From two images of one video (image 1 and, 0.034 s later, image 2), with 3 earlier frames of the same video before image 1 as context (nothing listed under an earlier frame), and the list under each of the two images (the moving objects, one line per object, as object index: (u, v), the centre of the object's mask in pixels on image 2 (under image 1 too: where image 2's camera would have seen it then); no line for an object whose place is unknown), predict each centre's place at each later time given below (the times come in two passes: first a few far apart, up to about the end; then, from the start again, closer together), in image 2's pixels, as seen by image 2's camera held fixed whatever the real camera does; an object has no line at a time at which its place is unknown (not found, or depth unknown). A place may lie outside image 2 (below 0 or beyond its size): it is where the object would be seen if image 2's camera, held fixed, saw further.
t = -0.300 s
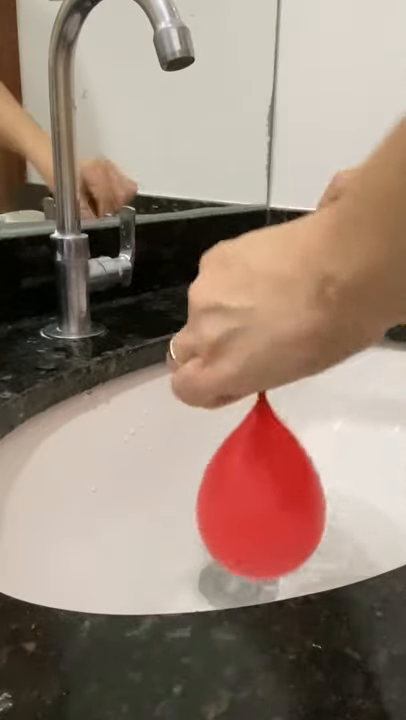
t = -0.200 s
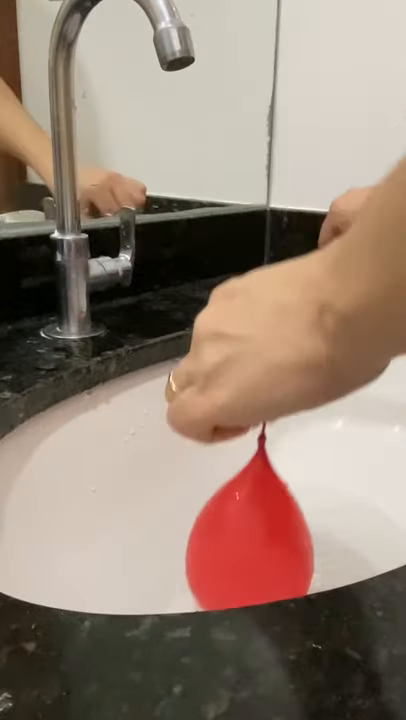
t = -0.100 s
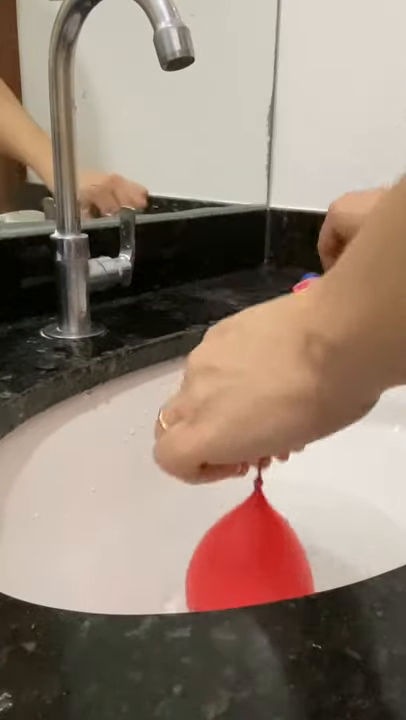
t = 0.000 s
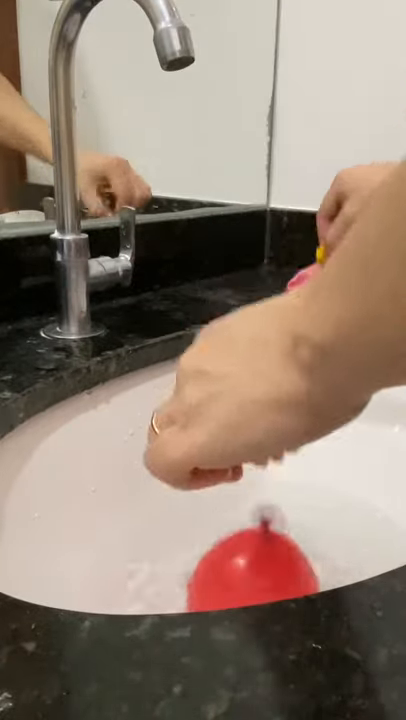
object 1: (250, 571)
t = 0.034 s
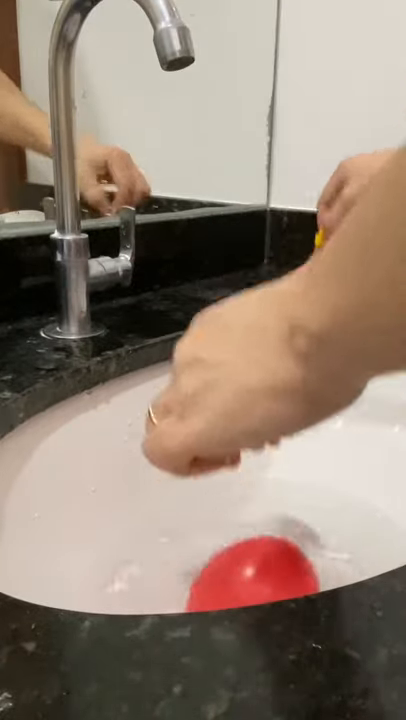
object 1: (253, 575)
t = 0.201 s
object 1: (244, 571)
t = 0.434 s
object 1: (260, 558)
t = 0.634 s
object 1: (280, 558)
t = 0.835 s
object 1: (266, 559)
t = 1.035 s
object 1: (282, 558)
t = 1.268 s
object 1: (280, 553)
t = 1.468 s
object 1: (278, 551)
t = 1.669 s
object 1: (277, 552)
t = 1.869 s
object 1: (281, 554)
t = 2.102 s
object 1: (280, 554)
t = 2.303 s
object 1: (281, 554)
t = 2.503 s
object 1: (279, 553)
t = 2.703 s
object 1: (278, 554)
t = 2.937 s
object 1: (277, 556)
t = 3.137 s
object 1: (273, 559)
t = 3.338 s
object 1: (273, 558)
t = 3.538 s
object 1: (275, 557)
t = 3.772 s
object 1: (278, 556)
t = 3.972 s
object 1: (274, 558)
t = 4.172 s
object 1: (270, 560)
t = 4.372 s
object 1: (270, 559)
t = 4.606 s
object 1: (273, 558)
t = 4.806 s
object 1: (272, 558)
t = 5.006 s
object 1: (270, 560)
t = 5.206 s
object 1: (268, 560)
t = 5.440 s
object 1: (271, 559)
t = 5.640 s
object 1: (271, 559)
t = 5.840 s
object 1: (271, 559)
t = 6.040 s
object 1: (269, 560)
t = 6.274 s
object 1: (270, 560)
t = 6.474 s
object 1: (270, 559)
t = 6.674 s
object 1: (270, 560)
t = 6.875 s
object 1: (269, 560)
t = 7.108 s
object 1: (270, 559)
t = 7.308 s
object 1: (270, 559)
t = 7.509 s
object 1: (270, 560)
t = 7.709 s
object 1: (270, 560)
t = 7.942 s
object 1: (270, 560)
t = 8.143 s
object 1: (270, 559)
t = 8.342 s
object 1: (269, 559)
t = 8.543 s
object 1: (268, 559)
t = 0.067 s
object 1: (250, 577)
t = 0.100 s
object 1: (247, 573)
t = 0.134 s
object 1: (246, 572)
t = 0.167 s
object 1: (246, 571)
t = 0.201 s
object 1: (244, 571)
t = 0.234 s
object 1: (243, 568)
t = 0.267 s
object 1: (243, 564)
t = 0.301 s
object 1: (247, 561)
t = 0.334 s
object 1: (250, 561)
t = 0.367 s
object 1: (252, 559)
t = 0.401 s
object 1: (255, 559)
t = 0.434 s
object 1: (260, 558)
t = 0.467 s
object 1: (265, 558)
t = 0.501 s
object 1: (270, 557)
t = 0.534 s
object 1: (275, 557)
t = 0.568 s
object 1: (278, 556)
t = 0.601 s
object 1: (280, 556)
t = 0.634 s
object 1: (280, 558)
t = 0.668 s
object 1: (278, 558)
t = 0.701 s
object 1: (274, 559)
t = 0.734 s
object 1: (272, 558)
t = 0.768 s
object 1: (270, 558)
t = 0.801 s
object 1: (267, 559)
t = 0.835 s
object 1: (266, 559)
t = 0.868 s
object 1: (266, 559)
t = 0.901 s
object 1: (267, 559)
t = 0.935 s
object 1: (270, 558)
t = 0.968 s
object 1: (274, 558)
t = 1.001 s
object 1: (278, 558)
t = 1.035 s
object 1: (282, 558)
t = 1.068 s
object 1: (283, 557)
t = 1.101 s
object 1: (284, 556)
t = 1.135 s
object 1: (284, 555)
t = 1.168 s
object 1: (283, 555)
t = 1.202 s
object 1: (282, 555)
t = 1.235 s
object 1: (281, 554)
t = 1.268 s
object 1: (280, 553)
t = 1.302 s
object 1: (279, 552)
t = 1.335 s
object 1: (278, 552)
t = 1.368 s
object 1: (278, 551)
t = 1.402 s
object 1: (278, 550)
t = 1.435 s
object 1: (278, 550)
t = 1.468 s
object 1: (278, 551)
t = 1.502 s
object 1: (278, 551)
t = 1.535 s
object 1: (278, 550)
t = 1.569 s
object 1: (278, 550)
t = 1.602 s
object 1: (278, 551)
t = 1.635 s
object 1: (278, 552)
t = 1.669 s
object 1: (277, 552)
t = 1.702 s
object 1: (277, 552)
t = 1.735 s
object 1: (278, 552)
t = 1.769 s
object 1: (278, 553)
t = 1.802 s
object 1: (279, 553)
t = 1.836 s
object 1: (280, 554)
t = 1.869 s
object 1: (281, 554)
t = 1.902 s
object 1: (281, 554)
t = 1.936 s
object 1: (281, 554)
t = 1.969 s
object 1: (281, 554)
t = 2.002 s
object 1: (280, 554)
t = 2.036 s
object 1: (280, 554)
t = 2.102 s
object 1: (280, 554)
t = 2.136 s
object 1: (280, 554)
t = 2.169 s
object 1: (280, 555)
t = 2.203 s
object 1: (280, 554)
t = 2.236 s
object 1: (280, 554)
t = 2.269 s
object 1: (280, 554)
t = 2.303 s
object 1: (281, 554)
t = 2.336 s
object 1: (281, 553)
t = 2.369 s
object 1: (281, 553)
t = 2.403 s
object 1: (281, 553)
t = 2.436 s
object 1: (281, 553)
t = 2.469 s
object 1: (280, 553)
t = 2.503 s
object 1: (279, 553)
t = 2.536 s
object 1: (278, 553)
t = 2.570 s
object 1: (278, 553)
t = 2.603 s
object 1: (278, 553)
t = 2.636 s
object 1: (278, 554)
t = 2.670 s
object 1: (278, 554)
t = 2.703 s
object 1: (278, 554)
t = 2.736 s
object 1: (279, 554)
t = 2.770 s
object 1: (279, 555)
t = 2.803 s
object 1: (279, 555)
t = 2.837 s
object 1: (279, 555)
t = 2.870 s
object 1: (279, 555)
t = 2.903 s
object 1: (278, 556)
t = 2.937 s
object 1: (277, 556)
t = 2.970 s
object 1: (277, 557)
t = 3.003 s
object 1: (275, 557)
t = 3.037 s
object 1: (274, 558)
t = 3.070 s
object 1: (274, 558)
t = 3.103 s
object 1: (273, 558)
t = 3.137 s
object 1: (273, 559)
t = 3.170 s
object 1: (273, 559)
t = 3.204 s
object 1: (273, 559)
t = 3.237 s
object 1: (273, 559)
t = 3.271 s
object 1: (273, 559)
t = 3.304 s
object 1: (273, 558)
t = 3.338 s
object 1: (273, 558)
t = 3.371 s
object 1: (273, 557)
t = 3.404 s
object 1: (273, 557)
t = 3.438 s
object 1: (274, 557)
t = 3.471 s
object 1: (275, 557)
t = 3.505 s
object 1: (275, 557)
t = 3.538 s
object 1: (275, 557)
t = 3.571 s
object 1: (276, 556)
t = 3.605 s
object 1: (276, 556)
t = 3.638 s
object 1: (277, 556)
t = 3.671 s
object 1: (277, 556)
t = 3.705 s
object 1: (278, 556)
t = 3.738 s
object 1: (278, 556)
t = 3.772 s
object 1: (278, 556)
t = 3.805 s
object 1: (278, 556)
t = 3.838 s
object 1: (277, 556)
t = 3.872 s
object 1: (276, 557)
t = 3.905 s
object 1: (275, 557)
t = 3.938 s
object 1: (274, 557)
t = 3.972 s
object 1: (274, 558)
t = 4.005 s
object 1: (273, 558)
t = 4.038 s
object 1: (272, 558)
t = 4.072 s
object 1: (272, 559)
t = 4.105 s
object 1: (271, 559)
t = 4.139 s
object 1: (271, 559)
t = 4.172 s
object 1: (270, 560)
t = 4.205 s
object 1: (270, 560)
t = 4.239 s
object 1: (269, 560)
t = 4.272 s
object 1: (269, 560)
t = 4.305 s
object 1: (269, 560)
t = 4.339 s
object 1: (270, 560)
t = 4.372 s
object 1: (270, 559)
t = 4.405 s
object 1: (270, 559)
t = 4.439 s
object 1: (271, 559)
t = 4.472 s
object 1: (271, 558)
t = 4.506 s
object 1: (272, 558)
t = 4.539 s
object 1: (272, 558)
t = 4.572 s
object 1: (273, 558)
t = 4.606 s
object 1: (273, 558)
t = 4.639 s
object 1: (273, 558)
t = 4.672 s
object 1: (273, 558)
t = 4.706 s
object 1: (273, 558)
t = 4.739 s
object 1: (273, 558)
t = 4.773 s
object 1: (272, 558)
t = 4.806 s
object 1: (272, 558)
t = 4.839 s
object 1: (272, 558)
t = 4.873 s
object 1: (271, 559)
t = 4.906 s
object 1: (271, 559)
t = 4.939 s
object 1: (270, 560)
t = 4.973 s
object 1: (270, 560)
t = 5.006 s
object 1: (270, 560)
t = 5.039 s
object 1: (269, 560)
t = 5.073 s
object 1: (269, 560)
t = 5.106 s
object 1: (268, 560)
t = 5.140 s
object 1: (268, 560)
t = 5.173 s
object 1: (268, 560)
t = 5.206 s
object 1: (268, 560)
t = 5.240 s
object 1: (268, 560)
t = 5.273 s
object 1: (269, 560)
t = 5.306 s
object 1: (269, 560)
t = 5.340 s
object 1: (269, 560)
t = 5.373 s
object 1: (270, 560)
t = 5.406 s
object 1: (270, 560)
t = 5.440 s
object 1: (271, 559)
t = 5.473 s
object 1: (271, 559)
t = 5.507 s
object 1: (271, 559)
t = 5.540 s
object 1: (271, 559)
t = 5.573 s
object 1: (271, 559)
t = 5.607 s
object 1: (271, 559)
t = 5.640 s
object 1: (271, 559)
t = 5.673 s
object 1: (271, 559)
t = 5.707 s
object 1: (271, 559)
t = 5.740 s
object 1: (271, 559)
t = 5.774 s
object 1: (271, 559)
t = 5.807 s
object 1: (271, 559)
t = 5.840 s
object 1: (271, 559)
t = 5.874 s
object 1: (270, 560)
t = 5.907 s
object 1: (270, 560)
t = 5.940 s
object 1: (269, 560)
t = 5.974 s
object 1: (269, 560)
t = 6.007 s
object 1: (269, 560)
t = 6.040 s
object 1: (269, 560)
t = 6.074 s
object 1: (269, 560)
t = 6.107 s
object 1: (269, 560)
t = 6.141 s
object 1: (269, 560)
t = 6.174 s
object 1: (269, 560)
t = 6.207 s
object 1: (269, 560)
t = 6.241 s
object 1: (269, 560)
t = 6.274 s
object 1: (270, 560)
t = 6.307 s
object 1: (270, 560)
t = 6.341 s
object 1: (270, 559)
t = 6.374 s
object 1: (270, 559)
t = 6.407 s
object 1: (270, 559)
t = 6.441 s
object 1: (270, 559)
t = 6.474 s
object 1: (270, 559)
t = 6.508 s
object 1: (270, 559)
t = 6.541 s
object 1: (270, 559)
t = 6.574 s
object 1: (270, 559)
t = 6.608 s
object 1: (270, 559)
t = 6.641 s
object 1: (270, 560)
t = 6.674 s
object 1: (270, 560)
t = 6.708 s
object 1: (270, 560)
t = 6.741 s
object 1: (270, 560)
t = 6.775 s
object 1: (270, 560)
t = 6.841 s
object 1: (270, 560)
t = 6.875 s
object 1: (269, 560)
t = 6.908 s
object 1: (270, 560)
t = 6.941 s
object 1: (269, 560)
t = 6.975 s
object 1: (270, 560)
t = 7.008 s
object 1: (270, 559)
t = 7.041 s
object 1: (270, 559)
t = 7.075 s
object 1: (270, 559)
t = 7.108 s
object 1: (270, 559)
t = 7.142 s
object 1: (270, 559)
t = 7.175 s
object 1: (270, 559)
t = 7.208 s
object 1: (270, 559)
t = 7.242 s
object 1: (270, 559)
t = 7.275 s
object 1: (270, 559)
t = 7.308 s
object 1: (270, 559)
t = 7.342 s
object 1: (270, 559)
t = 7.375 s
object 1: (270, 560)
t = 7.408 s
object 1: (270, 560)
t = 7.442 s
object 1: (270, 560)
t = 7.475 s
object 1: (270, 560)
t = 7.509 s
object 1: (270, 560)
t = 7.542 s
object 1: (270, 560)
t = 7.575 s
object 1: (270, 560)
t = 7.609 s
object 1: (270, 560)
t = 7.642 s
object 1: (270, 560)
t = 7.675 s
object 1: (270, 560)
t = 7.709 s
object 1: (270, 560)
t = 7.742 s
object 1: (270, 560)
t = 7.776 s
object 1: (270, 560)
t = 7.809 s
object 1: (270, 560)
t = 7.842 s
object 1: (270, 560)
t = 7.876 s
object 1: (270, 560)
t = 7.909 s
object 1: (270, 560)
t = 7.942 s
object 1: (270, 560)
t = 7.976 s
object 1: (270, 560)
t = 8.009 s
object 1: (270, 560)
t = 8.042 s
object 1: (270, 559)
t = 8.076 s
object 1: (270, 559)
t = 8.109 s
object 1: (270, 559)
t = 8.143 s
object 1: (270, 559)
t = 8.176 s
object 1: (270, 560)
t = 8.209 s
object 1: (269, 559)
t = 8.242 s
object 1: (269, 559)
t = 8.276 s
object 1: (269, 559)
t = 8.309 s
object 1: (269, 559)
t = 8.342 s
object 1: (269, 559)
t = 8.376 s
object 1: (270, 559)
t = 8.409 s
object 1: (270, 559)
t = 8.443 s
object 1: (270, 559)
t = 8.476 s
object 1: (269, 560)
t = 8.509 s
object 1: (268, 559)
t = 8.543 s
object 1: (268, 559)
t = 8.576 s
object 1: (267, 559)
